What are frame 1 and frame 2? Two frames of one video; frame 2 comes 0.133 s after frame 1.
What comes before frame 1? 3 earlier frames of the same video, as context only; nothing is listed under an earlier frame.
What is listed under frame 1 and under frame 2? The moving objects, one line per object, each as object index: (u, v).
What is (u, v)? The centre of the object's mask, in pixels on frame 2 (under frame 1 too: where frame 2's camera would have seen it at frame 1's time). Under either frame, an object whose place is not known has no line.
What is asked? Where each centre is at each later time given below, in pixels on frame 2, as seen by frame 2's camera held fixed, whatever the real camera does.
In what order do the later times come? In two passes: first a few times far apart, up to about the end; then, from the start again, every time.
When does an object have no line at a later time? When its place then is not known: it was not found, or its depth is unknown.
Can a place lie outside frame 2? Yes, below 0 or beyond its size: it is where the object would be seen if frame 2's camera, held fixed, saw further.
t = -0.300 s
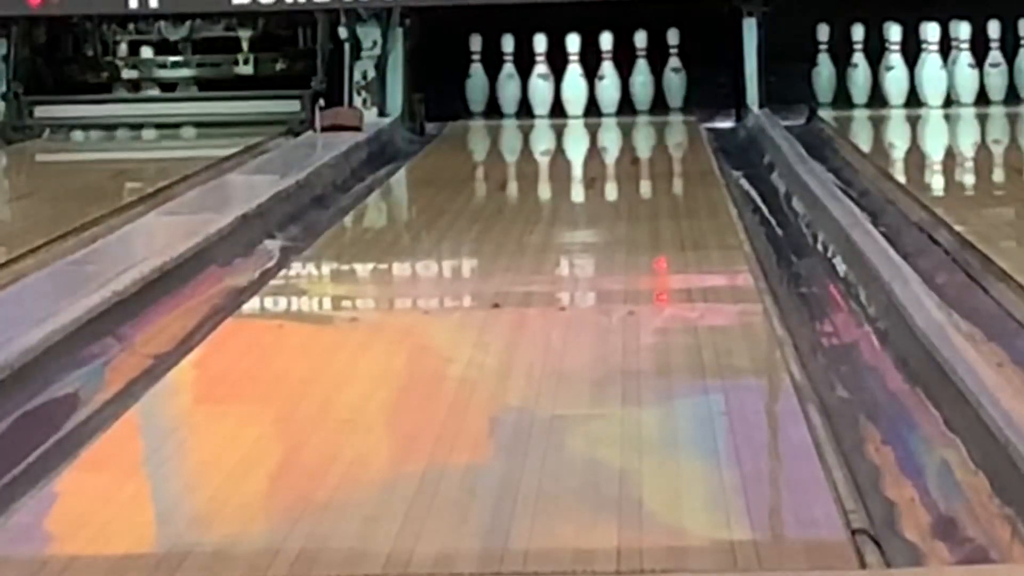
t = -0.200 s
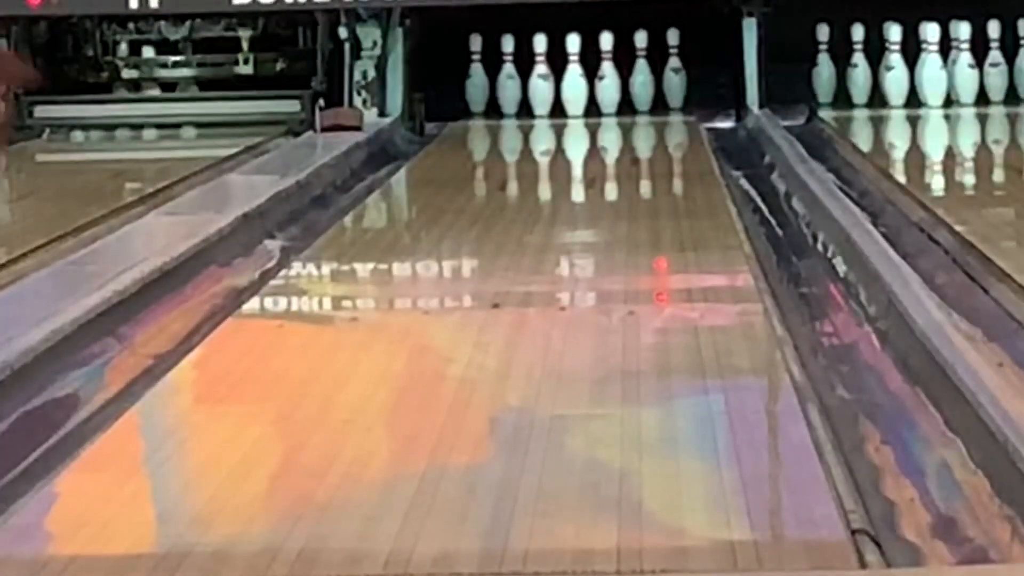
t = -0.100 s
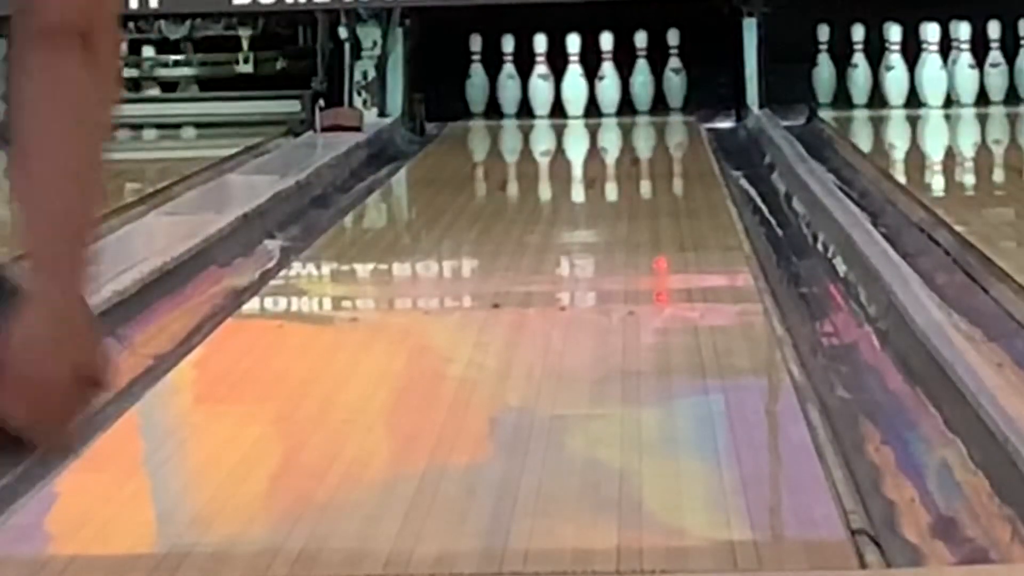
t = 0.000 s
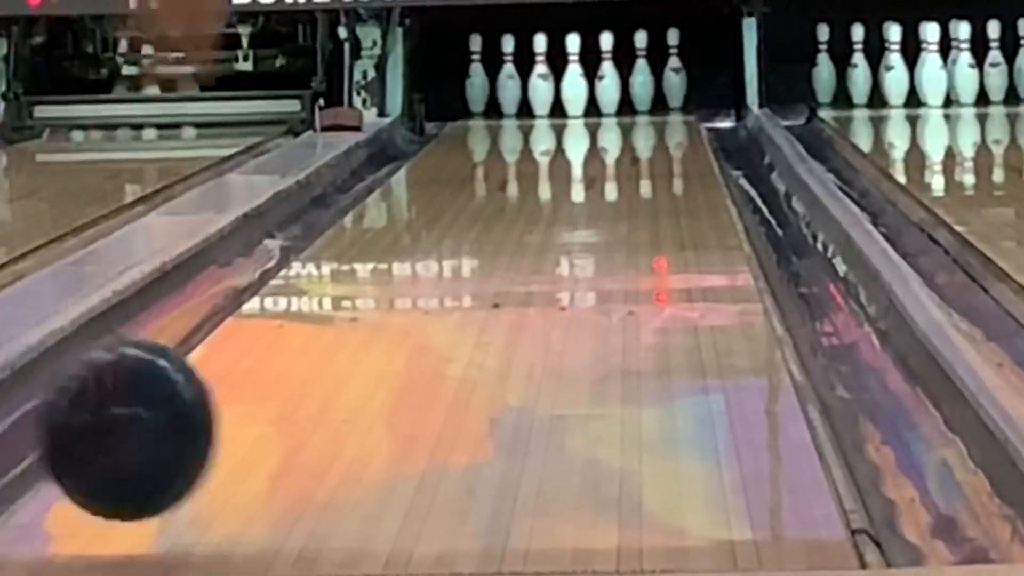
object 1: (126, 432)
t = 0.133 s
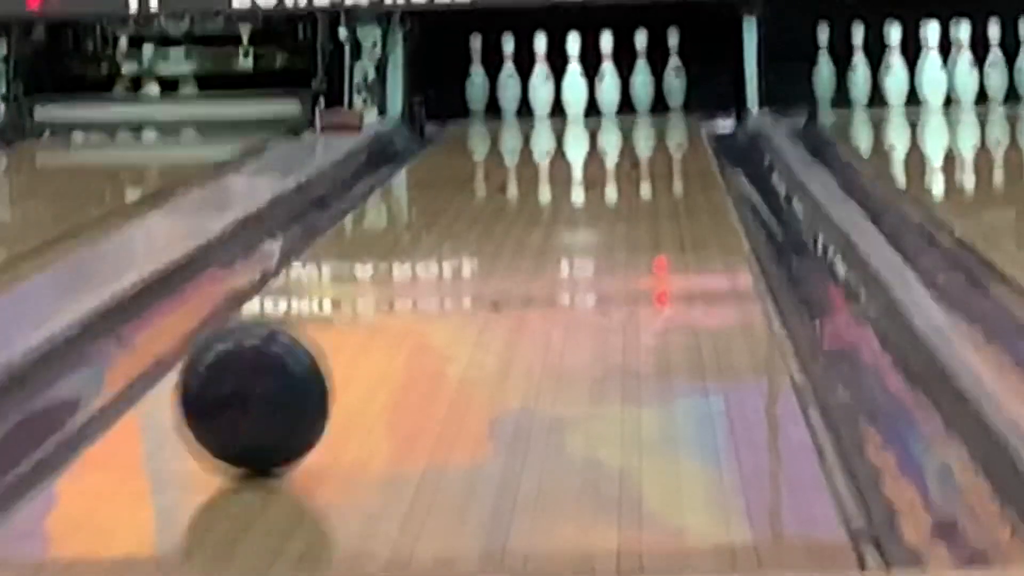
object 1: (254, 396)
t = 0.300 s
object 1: (365, 329)
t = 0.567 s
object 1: (483, 253)
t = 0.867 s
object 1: (565, 199)
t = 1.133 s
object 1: (612, 167)
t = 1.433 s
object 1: (643, 139)
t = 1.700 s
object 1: (649, 121)
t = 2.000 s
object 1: (630, 106)
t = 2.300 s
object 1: (591, 96)
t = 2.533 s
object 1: (566, 93)
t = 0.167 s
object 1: (279, 381)
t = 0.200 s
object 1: (303, 367)
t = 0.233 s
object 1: (325, 353)
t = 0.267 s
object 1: (345, 340)
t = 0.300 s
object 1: (365, 329)
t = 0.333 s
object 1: (383, 317)
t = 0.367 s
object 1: (400, 306)
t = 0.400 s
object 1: (416, 296)
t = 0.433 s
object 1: (430, 286)
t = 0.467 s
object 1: (444, 276)
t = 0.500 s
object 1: (458, 268)
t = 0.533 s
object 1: (471, 260)
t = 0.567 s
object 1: (483, 253)
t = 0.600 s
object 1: (494, 246)
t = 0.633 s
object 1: (505, 240)
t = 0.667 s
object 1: (515, 234)
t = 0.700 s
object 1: (524, 226)
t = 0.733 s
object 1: (533, 221)
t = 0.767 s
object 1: (541, 215)
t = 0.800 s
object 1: (549, 208)
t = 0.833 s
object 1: (557, 204)
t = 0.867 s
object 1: (565, 199)
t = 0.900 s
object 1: (572, 194)
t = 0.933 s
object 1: (578, 189)
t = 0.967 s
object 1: (584, 185)
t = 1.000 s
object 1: (591, 181)
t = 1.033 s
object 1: (596, 177)
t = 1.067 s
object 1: (602, 173)
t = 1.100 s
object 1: (607, 170)
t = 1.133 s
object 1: (612, 167)
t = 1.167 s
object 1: (617, 162)
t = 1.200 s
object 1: (621, 159)
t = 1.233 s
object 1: (626, 156)
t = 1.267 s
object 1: (629, 152)
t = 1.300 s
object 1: (632, 149)
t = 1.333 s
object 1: (635, 147)
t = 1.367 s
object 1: (638, 145)
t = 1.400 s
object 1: (640, 142)
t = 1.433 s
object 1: (643, 139)
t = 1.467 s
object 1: (645, 137)
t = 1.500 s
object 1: (646, 134)
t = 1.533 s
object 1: (647, 133)
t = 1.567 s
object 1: (648, 129)
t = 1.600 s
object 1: (649, 127)
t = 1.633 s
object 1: (649, 125)
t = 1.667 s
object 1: (649, 123)
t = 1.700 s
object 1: (649, 121)
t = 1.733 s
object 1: (648, 119)
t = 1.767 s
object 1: (647, 117)
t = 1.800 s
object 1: (646, 115)
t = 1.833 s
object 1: (644, 113)
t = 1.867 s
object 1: (642, 112)
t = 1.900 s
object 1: (639, 110)
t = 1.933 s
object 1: (636, 108)
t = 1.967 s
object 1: (634, 107)
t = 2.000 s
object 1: (630, 106)
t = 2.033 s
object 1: (627, 105)
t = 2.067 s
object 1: (623, 103)
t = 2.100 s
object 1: (619, 102)
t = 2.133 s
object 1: (615, 101)
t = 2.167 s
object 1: (611, 100)
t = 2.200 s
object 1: (606, 99)
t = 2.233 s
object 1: (601, 98)
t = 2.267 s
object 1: (597, 97)
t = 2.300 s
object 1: (591, 96)
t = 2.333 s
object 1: (586, 95)
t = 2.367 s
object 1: (583, 94)
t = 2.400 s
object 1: (583, 93)
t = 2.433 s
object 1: (583, 94)
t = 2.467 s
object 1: (575, 95)
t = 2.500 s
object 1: (569, 93)
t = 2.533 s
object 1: (566, 93)
